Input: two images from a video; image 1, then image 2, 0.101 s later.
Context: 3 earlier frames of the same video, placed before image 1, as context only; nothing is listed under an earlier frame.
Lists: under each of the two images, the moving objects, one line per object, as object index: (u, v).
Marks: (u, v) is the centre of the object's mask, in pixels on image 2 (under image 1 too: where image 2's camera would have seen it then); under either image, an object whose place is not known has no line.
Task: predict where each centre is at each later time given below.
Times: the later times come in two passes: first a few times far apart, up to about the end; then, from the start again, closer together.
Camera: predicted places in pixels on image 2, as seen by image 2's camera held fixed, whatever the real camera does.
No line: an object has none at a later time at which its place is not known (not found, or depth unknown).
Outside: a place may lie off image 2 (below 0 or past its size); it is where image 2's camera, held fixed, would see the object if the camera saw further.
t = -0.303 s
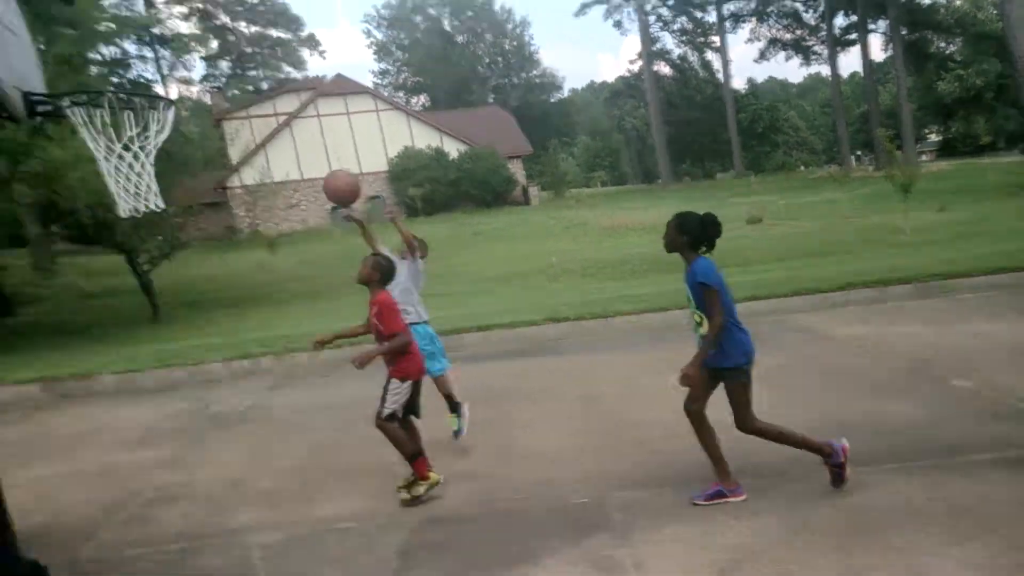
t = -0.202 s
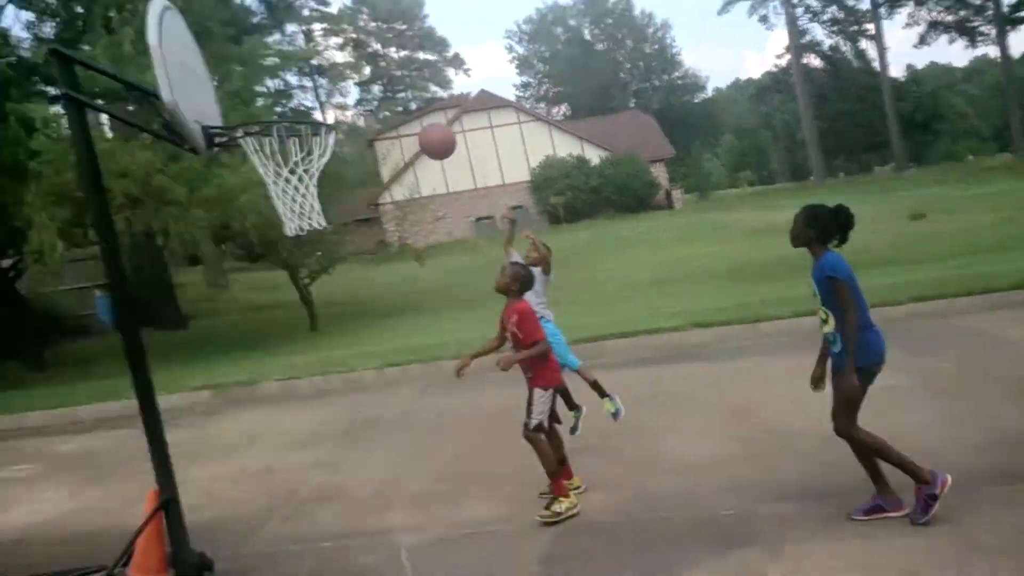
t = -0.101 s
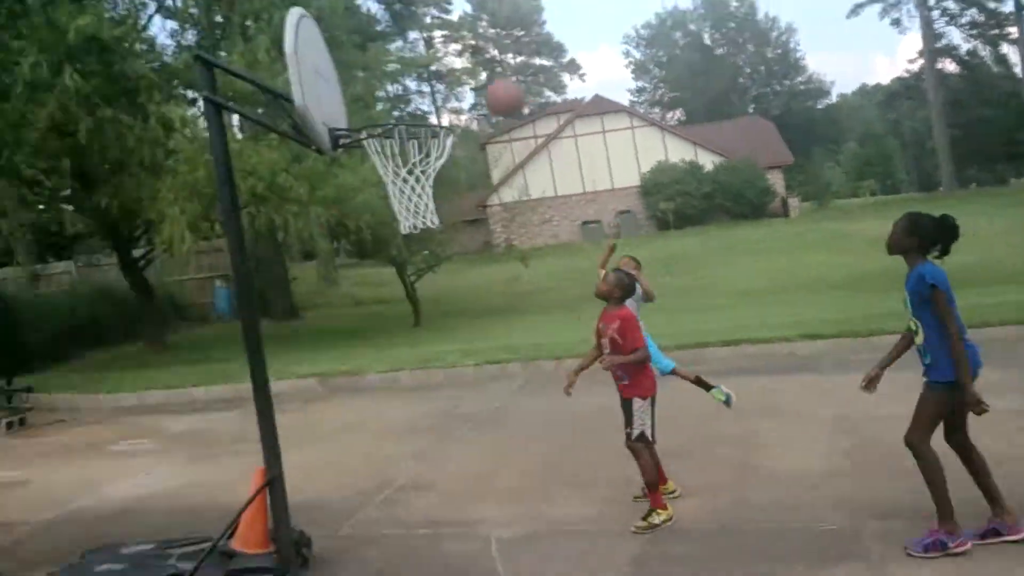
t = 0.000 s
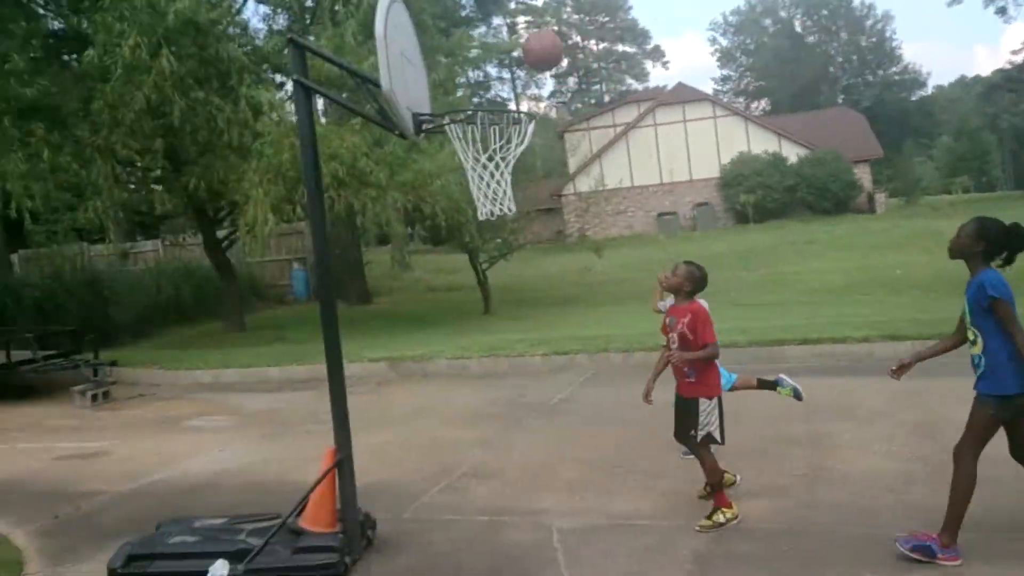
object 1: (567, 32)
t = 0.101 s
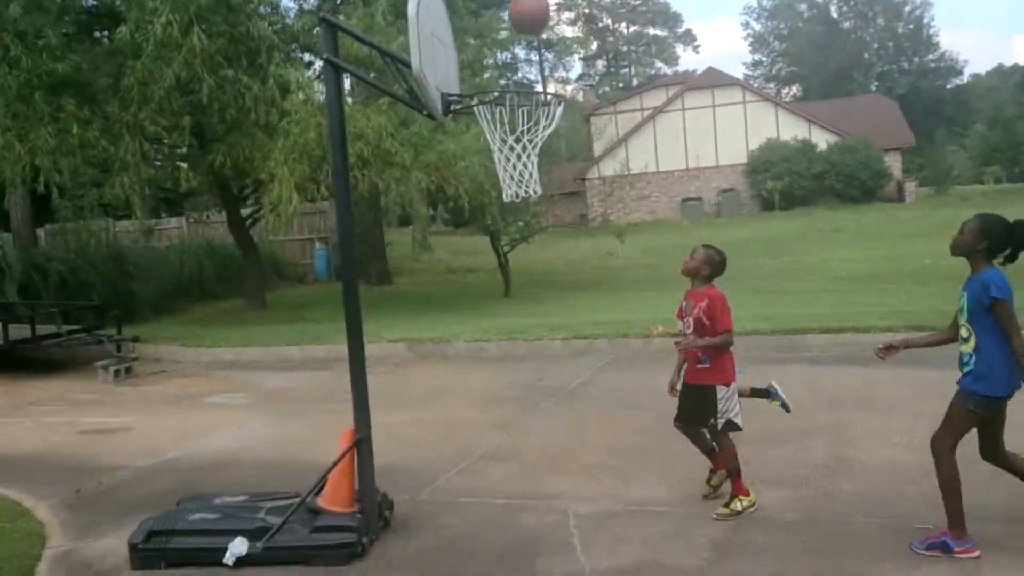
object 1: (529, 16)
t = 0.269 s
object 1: (474, 9)
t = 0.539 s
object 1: (514, 75)
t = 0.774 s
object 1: (555, 248)
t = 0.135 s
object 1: (513, 9)
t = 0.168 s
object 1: (498, 11)
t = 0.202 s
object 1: (484, 11)
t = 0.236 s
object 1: (471, 11)
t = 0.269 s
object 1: (474, 9)
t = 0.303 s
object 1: (479, 10)
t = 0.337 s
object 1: (484, 15)
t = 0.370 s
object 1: (490, 20)
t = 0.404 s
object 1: (494, 26)
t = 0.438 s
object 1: (498, 35)
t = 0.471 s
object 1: (505, 49)
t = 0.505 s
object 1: (509, 63)
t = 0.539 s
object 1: (514, 75)
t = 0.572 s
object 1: (521, 91)
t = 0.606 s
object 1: (525, 107)
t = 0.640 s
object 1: (528, 124)
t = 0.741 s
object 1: (548, 217)
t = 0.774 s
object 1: (555, 248)
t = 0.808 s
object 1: (566, 281)
